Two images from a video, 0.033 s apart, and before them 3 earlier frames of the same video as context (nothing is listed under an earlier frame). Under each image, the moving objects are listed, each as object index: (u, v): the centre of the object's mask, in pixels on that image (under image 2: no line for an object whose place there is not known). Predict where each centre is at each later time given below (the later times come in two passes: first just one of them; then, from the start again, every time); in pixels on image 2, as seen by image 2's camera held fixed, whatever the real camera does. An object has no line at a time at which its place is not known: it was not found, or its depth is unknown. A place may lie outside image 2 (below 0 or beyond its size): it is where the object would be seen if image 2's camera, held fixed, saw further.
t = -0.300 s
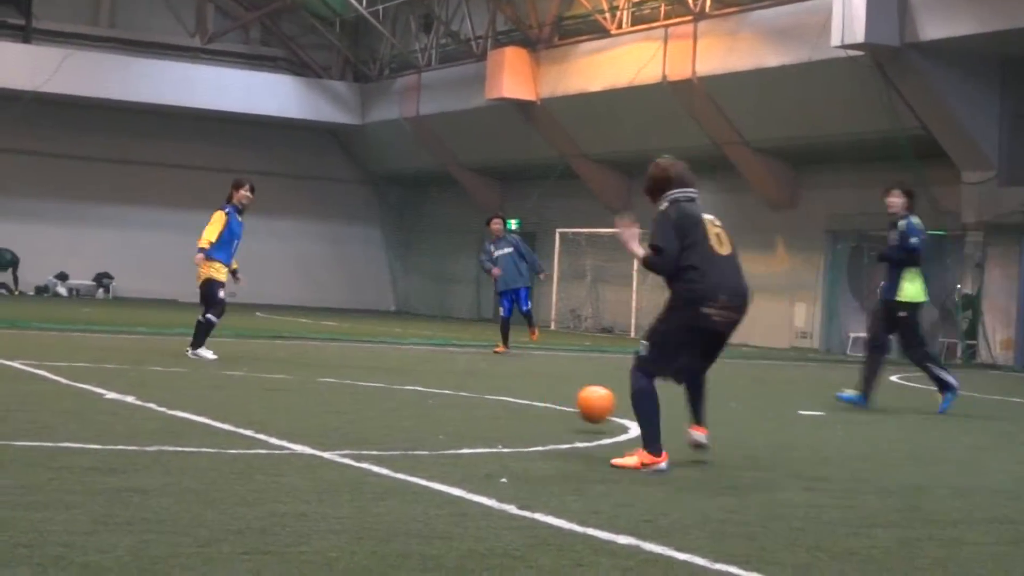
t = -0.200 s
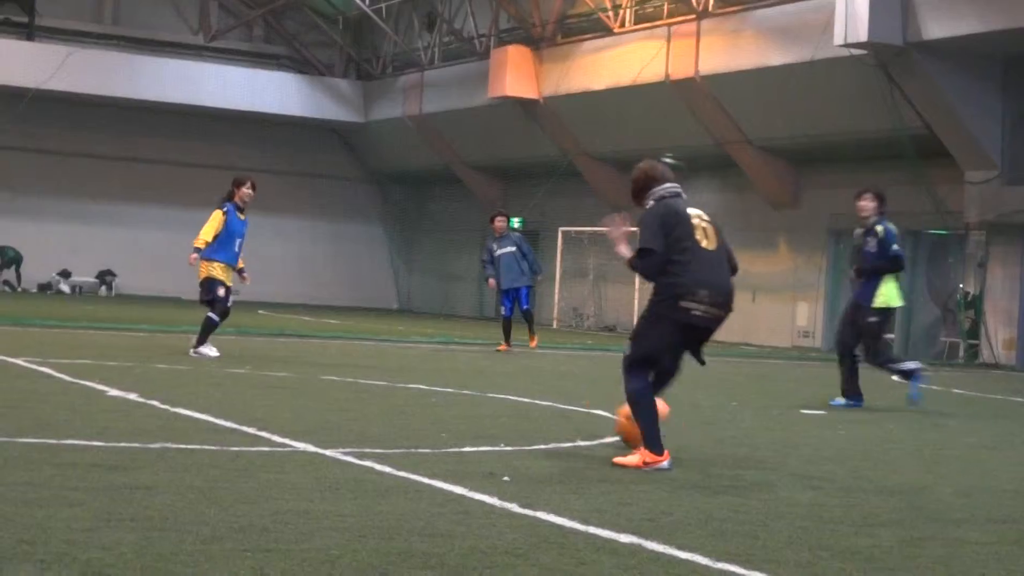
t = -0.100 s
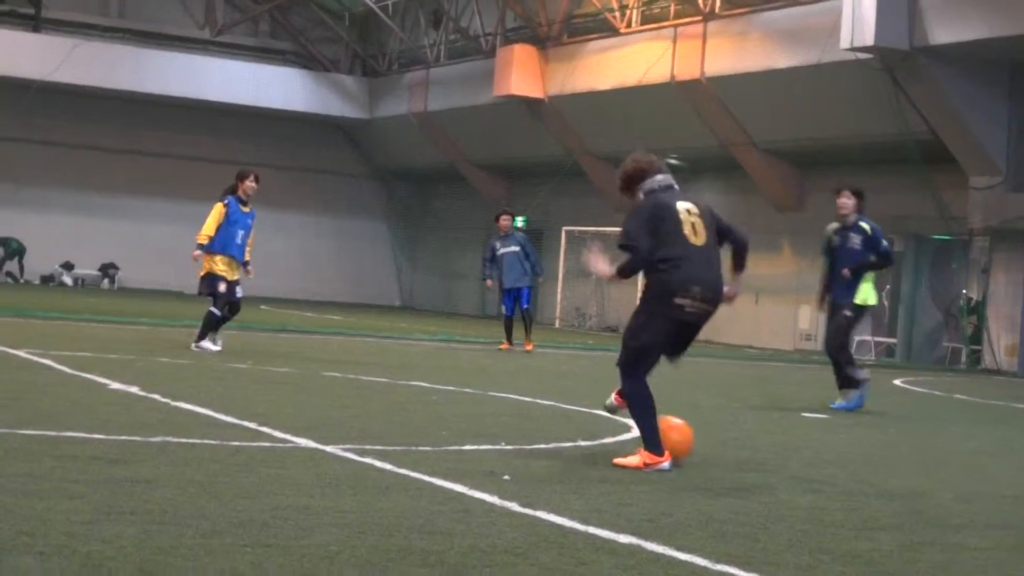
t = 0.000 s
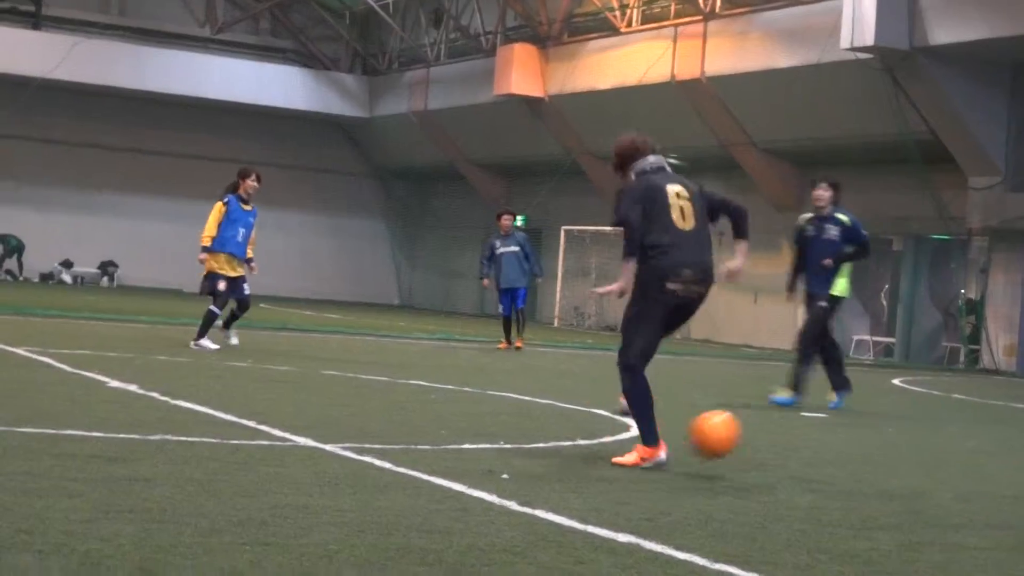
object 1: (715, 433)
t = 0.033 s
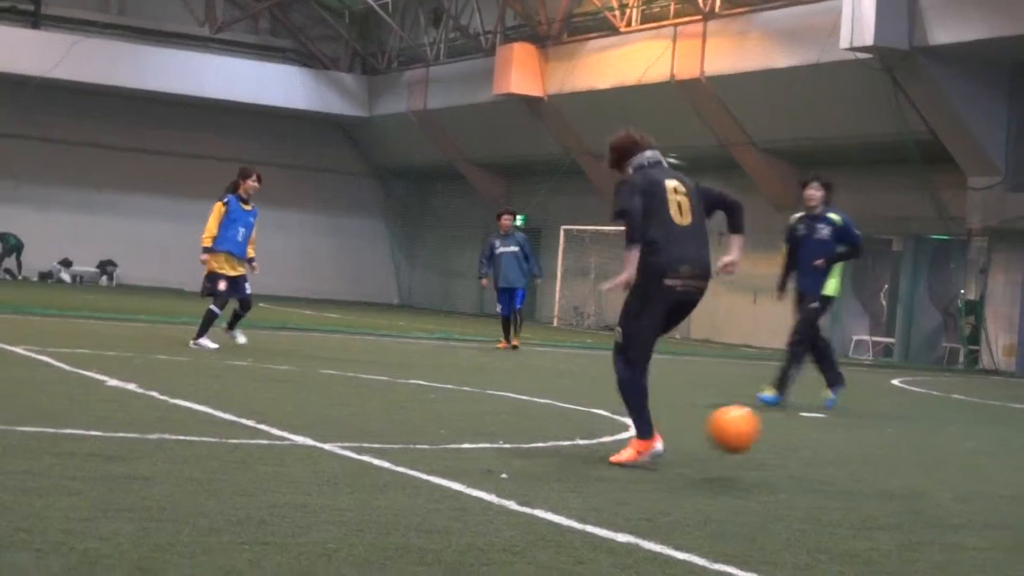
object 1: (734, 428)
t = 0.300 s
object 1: (904, 486)
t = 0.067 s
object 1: (754, 428)
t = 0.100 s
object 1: (772, 430)
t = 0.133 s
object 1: (796, 431)
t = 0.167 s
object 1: (814, 439)
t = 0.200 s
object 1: (835, 449)
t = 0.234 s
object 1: (856, 460)
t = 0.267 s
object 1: (879, 477)
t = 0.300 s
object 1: (904, 486)
